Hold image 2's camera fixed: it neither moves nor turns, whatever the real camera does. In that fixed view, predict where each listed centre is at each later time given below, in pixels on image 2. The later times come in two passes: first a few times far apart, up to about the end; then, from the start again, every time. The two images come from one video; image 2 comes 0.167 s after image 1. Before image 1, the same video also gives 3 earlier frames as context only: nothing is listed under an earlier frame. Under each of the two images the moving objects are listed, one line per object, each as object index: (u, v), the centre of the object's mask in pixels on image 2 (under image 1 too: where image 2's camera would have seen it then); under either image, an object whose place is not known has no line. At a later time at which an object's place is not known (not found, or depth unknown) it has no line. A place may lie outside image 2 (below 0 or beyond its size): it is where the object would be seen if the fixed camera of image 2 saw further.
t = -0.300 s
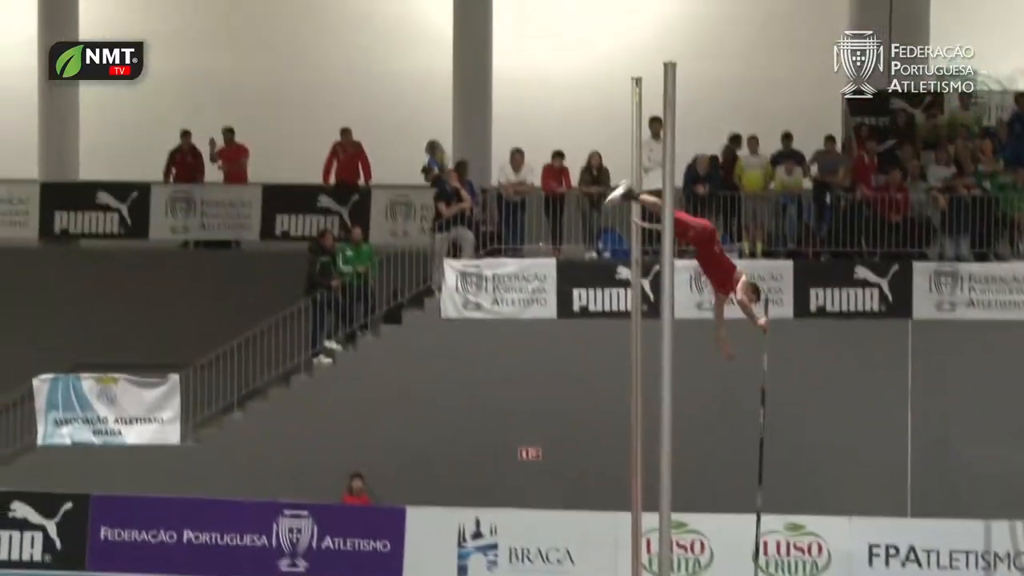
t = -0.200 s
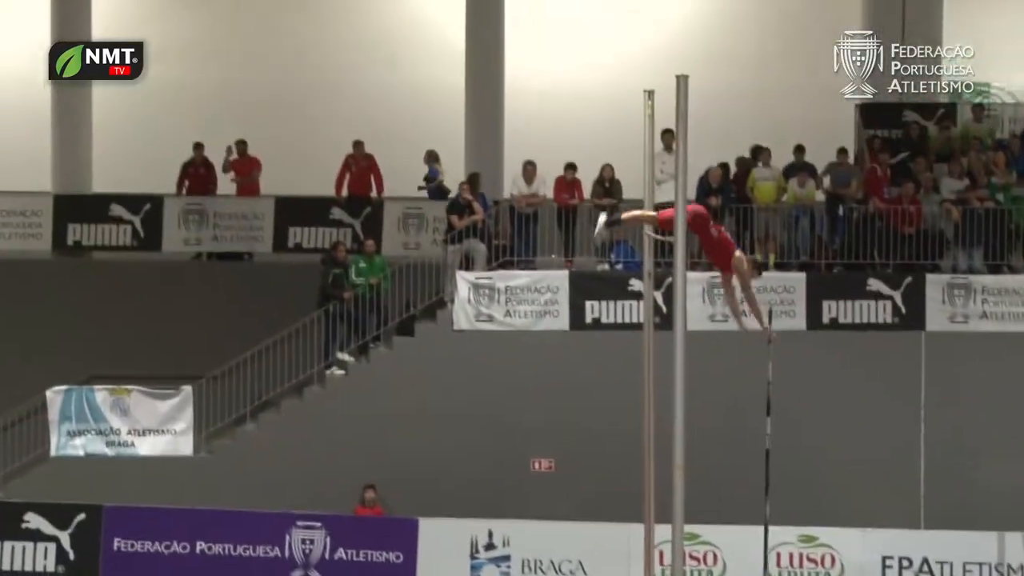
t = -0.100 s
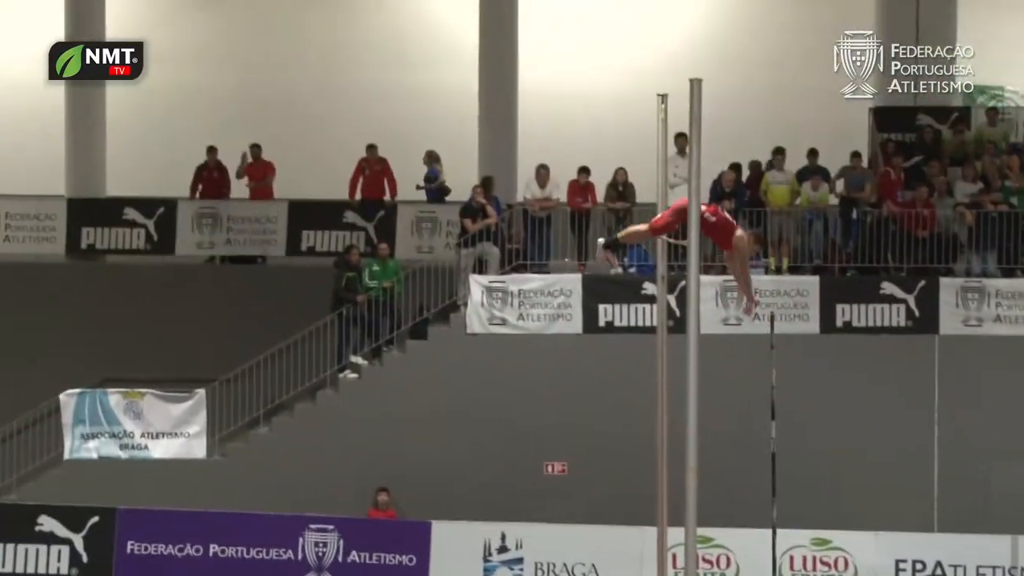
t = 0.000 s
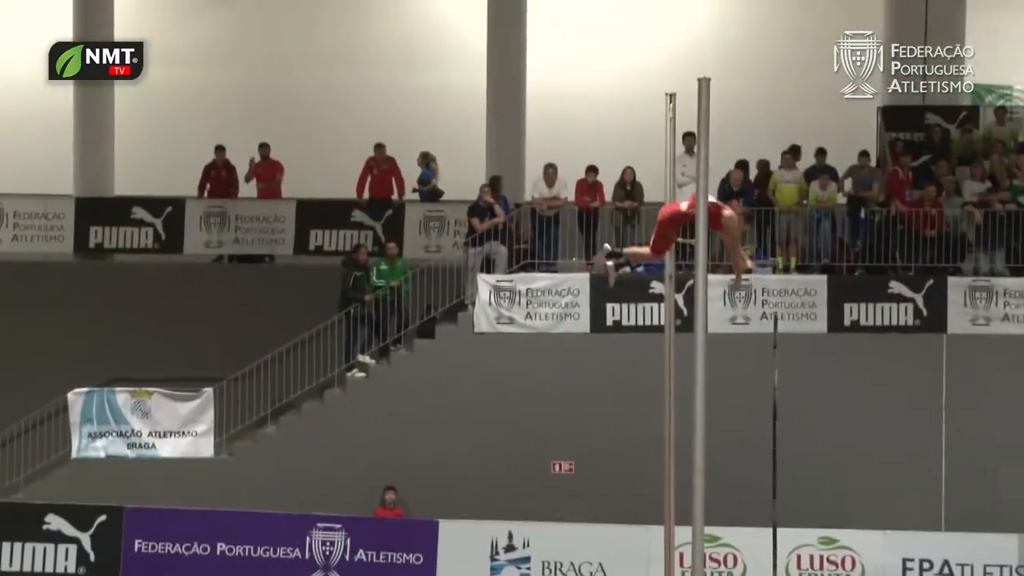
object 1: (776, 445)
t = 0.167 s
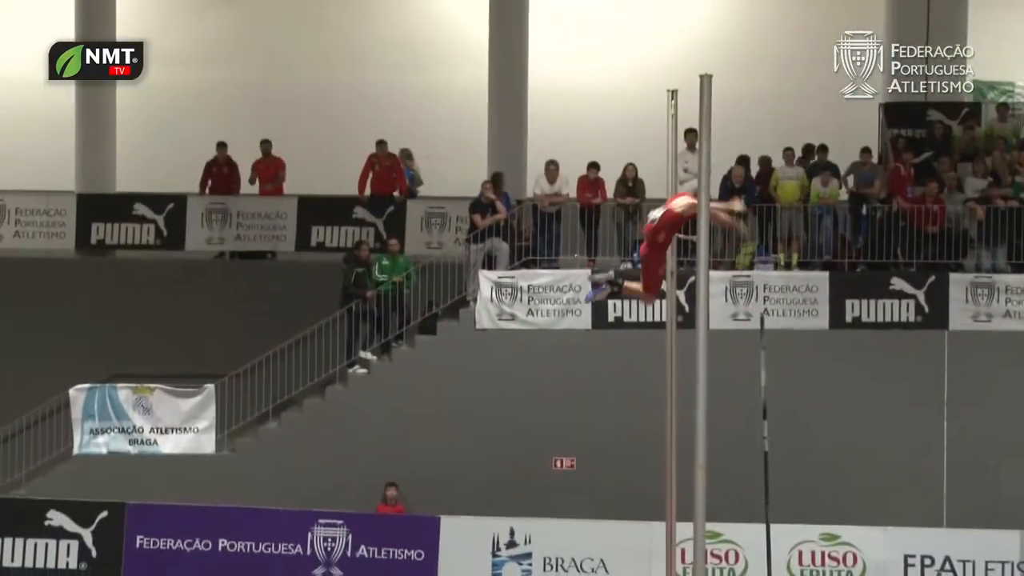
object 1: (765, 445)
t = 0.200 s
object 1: (763, 449)
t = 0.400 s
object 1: (750, 480)
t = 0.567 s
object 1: (741, 518)
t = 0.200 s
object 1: (763, 449)
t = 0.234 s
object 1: (760, 452)
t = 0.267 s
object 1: (758, 452)
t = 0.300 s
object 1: (756, 458)
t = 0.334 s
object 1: (753, 464)
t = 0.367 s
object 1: (752, 467)
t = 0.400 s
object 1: (750, 480)
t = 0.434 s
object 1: (747, 486)
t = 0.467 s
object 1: (746, 491)
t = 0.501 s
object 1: (744, 502)
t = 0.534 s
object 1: (742, 512)
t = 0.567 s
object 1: (741, 518)
